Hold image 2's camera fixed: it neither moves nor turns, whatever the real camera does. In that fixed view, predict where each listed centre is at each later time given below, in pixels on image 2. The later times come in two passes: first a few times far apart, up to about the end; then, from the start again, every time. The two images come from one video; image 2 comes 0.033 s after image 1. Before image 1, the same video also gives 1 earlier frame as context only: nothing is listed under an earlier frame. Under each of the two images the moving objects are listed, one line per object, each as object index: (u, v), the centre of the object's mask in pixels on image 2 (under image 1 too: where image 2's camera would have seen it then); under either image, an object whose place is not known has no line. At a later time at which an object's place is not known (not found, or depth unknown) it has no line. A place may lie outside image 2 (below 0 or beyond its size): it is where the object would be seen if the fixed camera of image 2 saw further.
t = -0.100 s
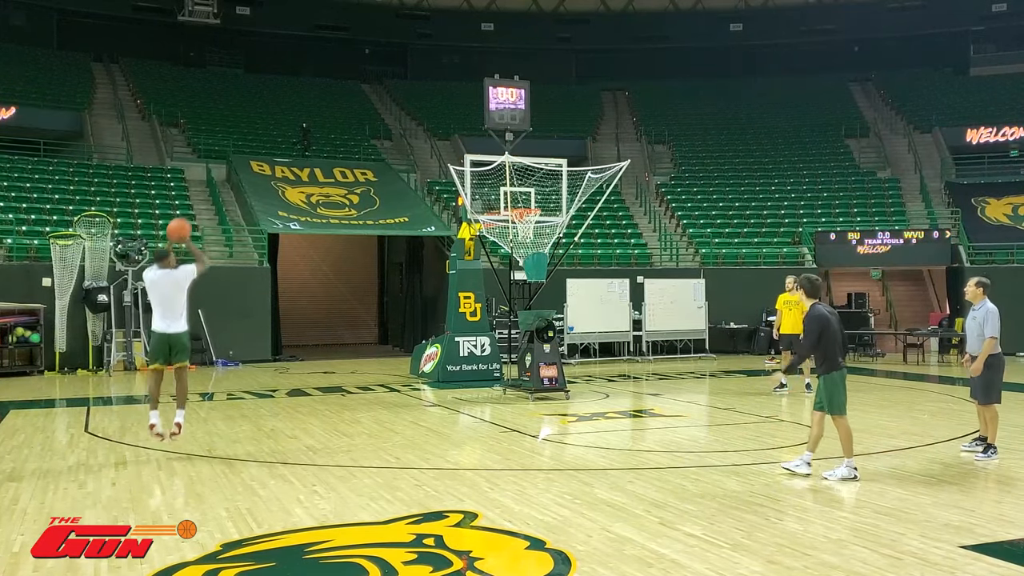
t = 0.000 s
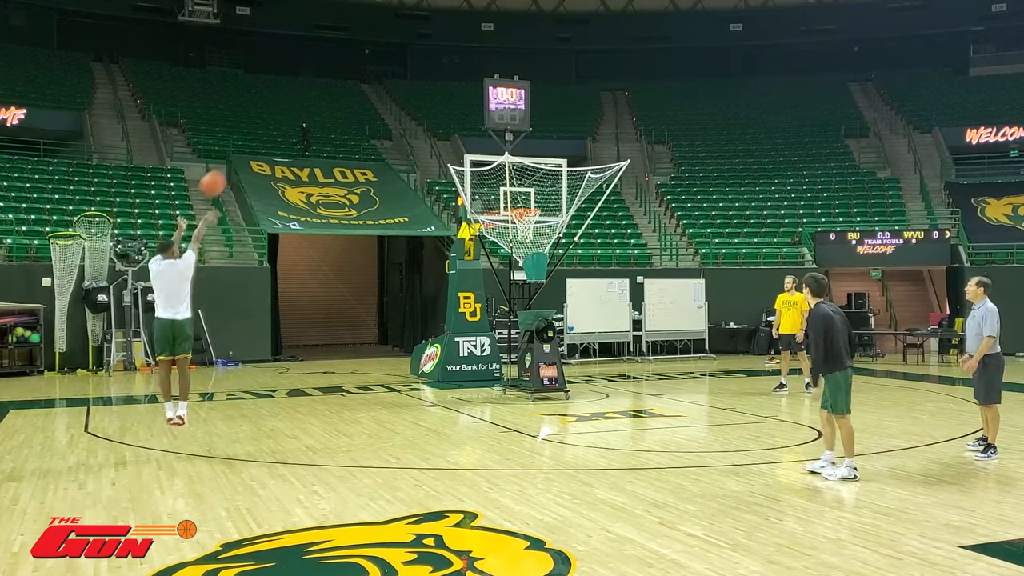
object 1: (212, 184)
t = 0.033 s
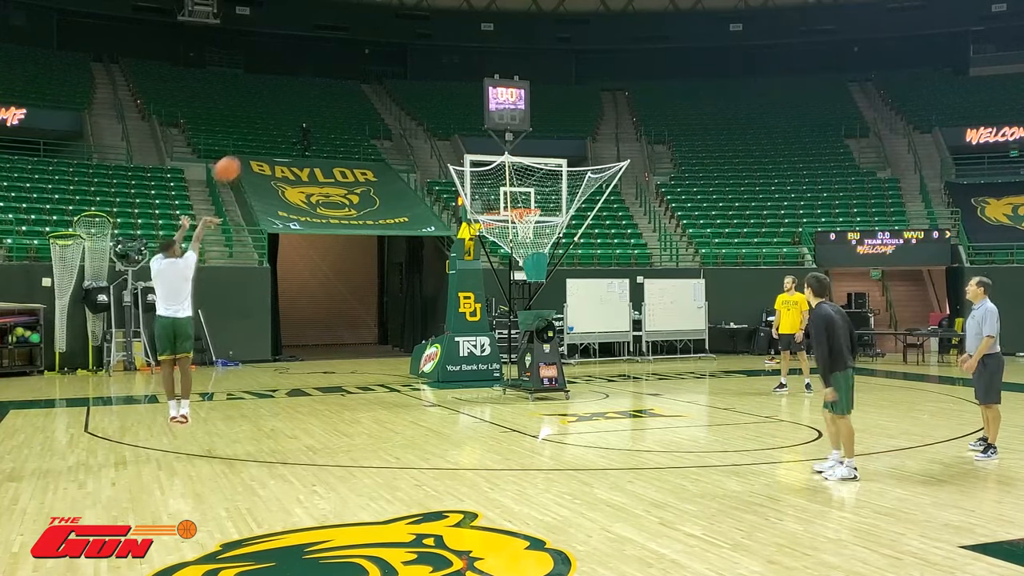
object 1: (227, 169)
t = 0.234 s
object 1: (306, 107)
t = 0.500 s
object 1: (391, 82)
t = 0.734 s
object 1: (454, 102)
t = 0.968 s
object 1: (507, 149)
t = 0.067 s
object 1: (241, 156)
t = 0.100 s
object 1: (255, 143)
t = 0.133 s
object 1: (268, 133)
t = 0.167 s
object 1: (281, 123)
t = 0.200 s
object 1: (294, 114)
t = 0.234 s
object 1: (306, 107)
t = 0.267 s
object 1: (317, 100)
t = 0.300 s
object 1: (329, 95)
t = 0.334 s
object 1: (340, 90)
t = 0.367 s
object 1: (351, 87)
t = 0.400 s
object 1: (361, 85)
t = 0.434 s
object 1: (372, 83)
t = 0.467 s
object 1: (382, 82)
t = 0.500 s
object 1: (391, 82)
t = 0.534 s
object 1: (401, 83)
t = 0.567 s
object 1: (411, 84)
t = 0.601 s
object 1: (420, 86)
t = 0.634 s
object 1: (428, 89)
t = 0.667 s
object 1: (437, 93)
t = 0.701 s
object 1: (446, 97)
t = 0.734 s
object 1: (454, 102)
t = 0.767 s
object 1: (462, 107)
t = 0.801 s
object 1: (470, 113)
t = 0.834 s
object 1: (477, 120)
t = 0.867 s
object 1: (485, 127)
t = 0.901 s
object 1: (492, 134)
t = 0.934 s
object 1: (500, 143)
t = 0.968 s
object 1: (507, 149)
